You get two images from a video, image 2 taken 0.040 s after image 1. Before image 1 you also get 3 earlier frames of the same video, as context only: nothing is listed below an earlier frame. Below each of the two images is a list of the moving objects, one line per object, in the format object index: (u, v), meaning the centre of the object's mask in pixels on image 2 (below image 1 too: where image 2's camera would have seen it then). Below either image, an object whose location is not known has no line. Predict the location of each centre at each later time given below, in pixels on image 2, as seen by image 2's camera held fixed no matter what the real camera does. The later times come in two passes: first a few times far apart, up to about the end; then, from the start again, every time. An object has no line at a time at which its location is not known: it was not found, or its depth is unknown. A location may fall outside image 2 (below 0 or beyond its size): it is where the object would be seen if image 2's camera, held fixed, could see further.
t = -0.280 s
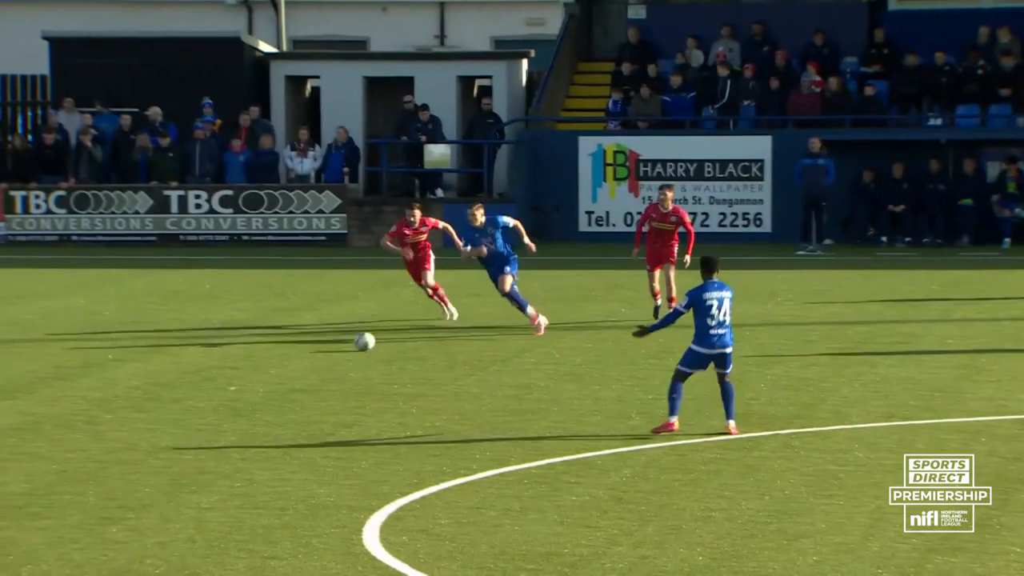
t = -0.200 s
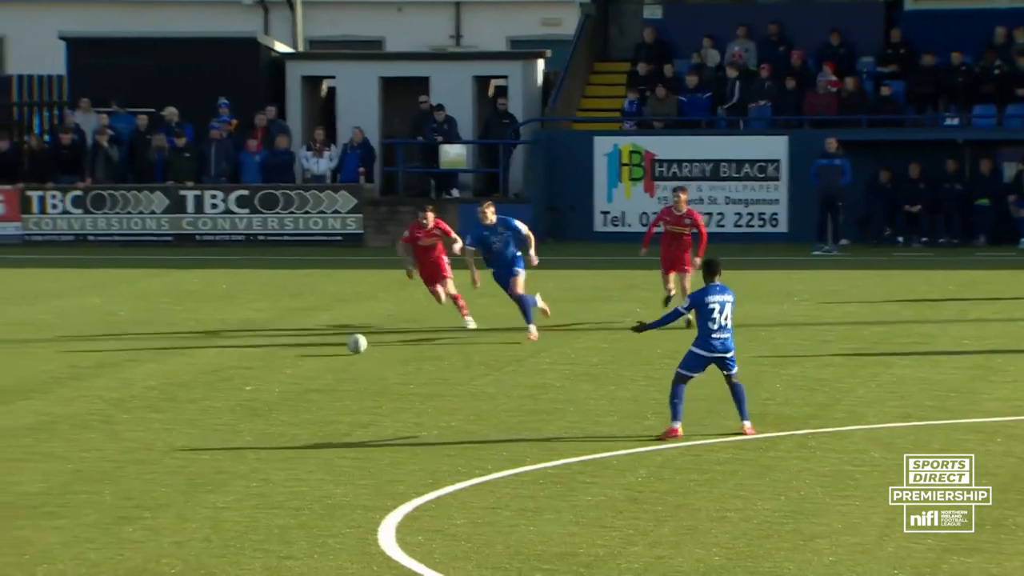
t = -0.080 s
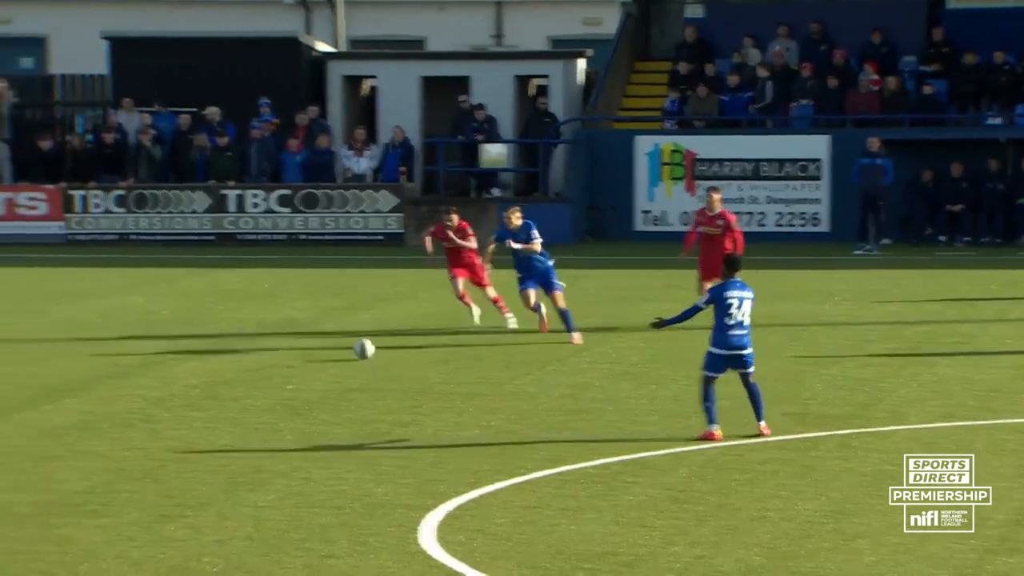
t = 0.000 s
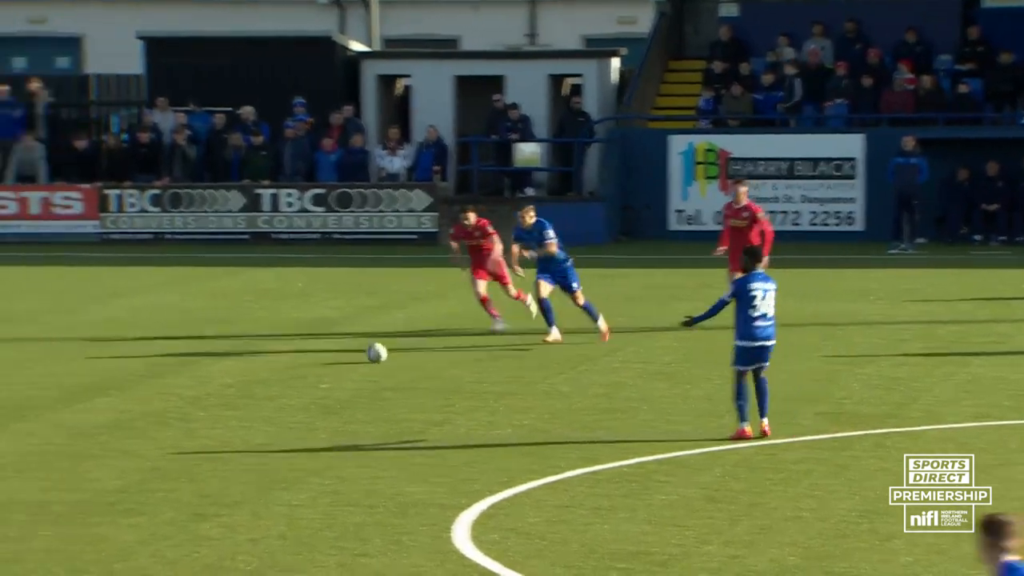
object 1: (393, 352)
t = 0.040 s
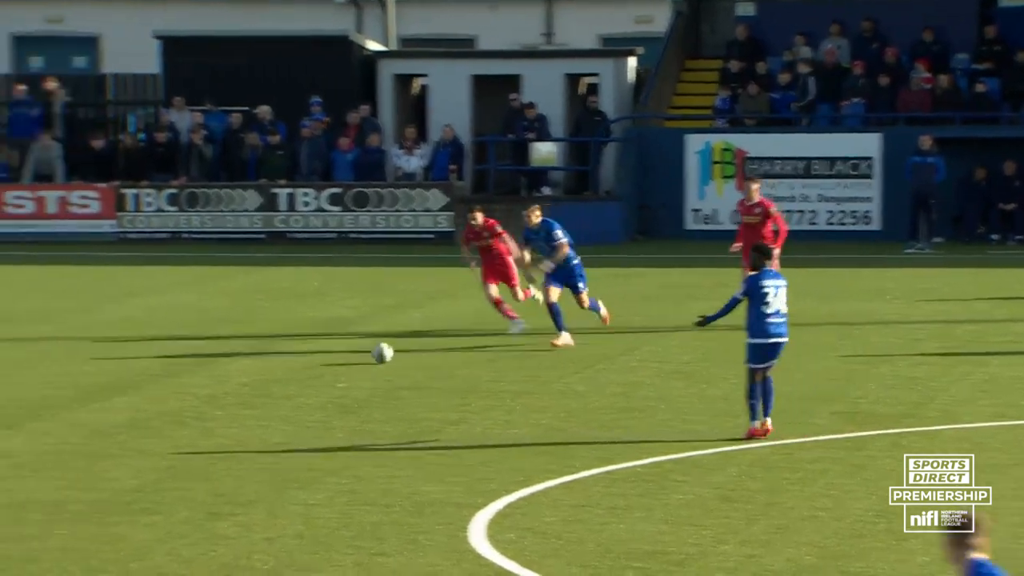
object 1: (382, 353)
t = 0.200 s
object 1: (341, 360)
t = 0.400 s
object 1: (288, 370)
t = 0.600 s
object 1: (237, 379)
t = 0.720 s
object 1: (206, 384)
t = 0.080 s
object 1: (372, 353)
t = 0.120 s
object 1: (361, 356)
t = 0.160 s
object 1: (351, 359)
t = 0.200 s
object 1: (341, 360)
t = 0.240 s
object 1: (330, 361)
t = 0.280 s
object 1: (320, 365)
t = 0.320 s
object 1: (309, 366)
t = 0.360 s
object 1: (299, 368)
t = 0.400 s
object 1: (288, 370)
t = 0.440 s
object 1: (278, 372)
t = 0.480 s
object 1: (268, 373)
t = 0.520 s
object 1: (258, 375)
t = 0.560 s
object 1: (248, 377)
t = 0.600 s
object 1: (237, 379)
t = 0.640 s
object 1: (226, 381)
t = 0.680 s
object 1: (217, 382)
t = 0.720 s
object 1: (206, 384)
